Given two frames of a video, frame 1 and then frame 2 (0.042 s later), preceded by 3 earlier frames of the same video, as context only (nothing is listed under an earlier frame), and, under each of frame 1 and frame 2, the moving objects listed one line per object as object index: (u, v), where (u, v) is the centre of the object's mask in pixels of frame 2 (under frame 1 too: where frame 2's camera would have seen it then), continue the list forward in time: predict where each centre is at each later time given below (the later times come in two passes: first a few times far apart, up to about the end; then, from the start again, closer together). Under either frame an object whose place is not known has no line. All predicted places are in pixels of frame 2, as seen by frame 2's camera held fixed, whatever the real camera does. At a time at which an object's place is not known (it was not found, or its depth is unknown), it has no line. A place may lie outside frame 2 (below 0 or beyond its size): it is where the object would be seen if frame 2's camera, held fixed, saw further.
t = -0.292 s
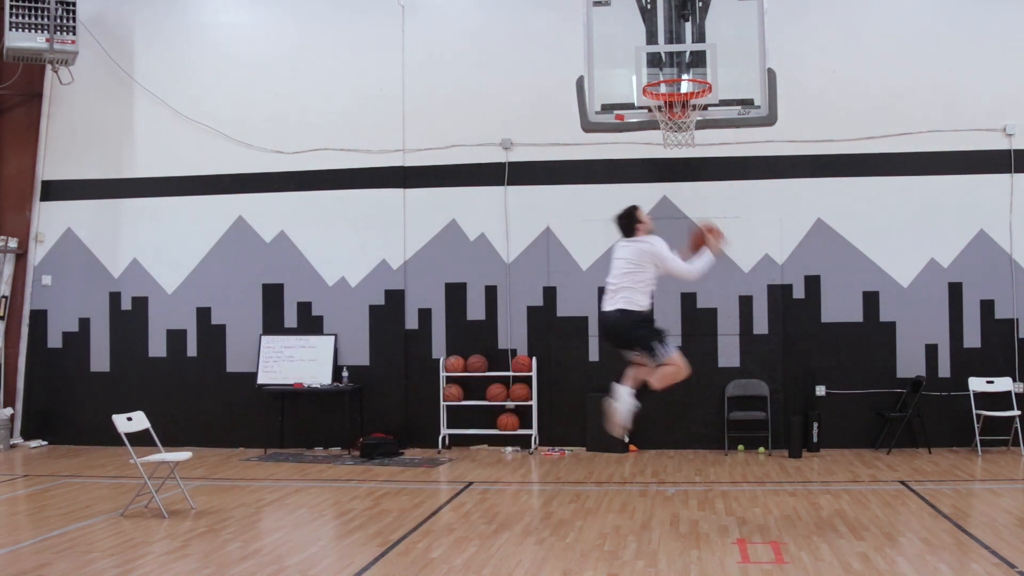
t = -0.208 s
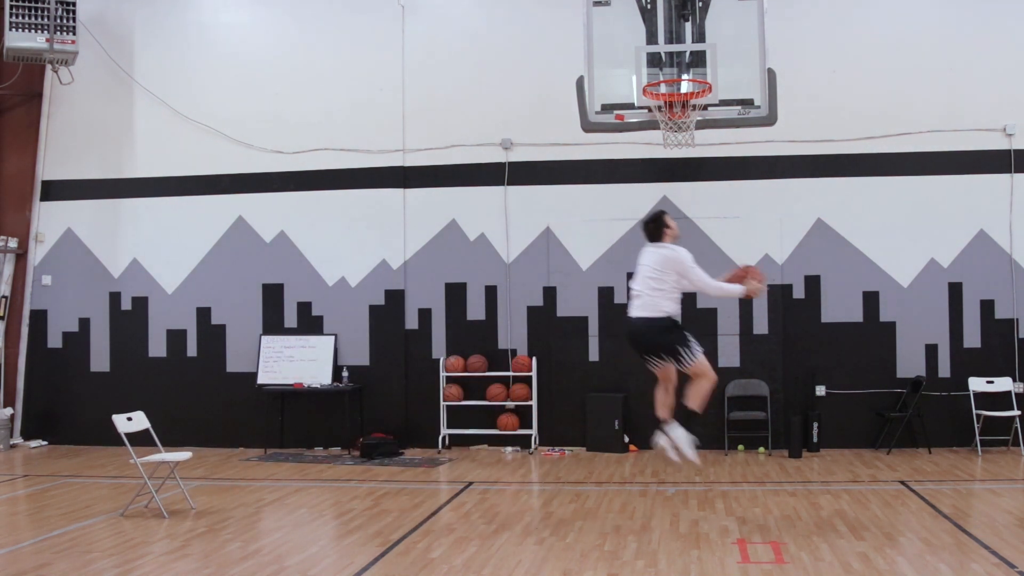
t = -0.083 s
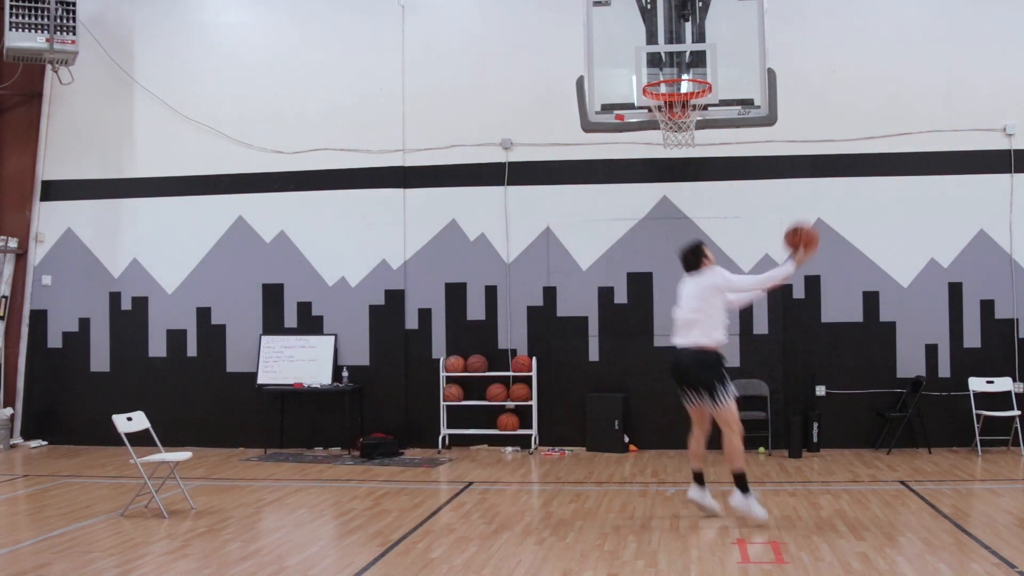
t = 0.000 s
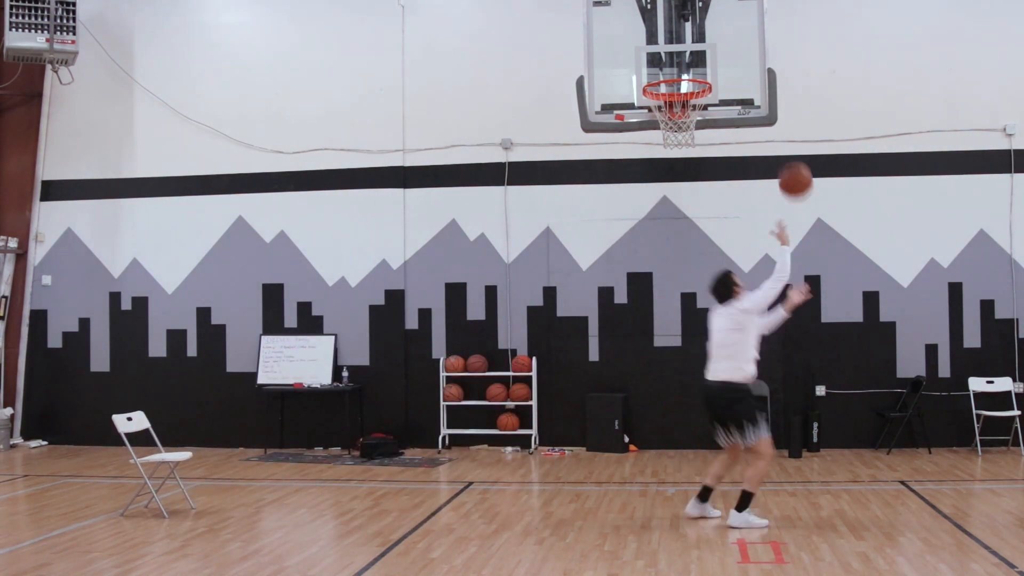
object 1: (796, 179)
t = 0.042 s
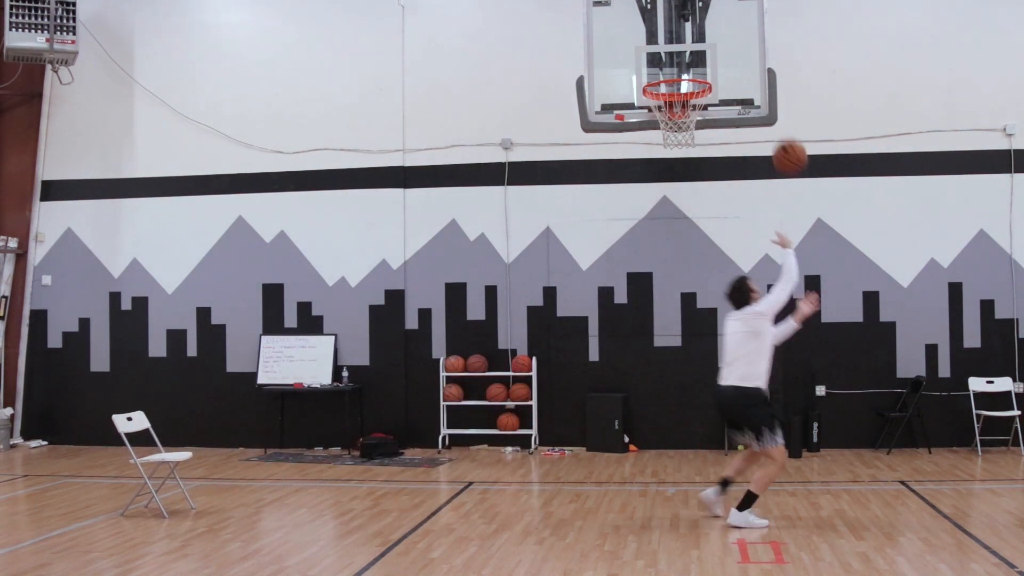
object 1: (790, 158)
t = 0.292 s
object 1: (756, 56)
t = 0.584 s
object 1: (715, 65)
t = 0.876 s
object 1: (748, 49)
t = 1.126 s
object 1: (788, 108)
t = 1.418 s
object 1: (835, 289)
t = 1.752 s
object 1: (881, 415)
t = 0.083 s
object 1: (784, 133)
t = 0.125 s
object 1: (778, 112)
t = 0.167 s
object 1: (772, 95)
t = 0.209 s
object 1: (767, 79)
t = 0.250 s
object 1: (761, 66)
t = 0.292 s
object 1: (756, 56)
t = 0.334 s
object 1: (752, 48)
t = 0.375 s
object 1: (747, 43)
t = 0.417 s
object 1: (740, 42)
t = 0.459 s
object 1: (734, 45)
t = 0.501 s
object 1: (728, 49)
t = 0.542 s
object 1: (722, 55)
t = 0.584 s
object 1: (715, 65)
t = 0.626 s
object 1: (713, 71)
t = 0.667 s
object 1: (718, 63)
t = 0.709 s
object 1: (724, 55)
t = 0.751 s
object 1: (730, 50)
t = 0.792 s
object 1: (736, 47)
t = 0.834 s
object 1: (742, 47)
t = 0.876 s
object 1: (748, 49)
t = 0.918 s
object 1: (755, 53)
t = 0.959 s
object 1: (761, 59)
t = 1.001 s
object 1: (767, 67)
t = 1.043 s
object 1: (774, 79)
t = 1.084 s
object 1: (781, 92)
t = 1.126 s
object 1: (788, 108)
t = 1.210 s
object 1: (801, 149)
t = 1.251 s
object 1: (808, 169)
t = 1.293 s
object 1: (815, 196)
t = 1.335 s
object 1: (822, 225)
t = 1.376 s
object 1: (828, 255)
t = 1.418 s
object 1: (835, 289)
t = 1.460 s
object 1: (843, 329)
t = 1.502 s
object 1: (849, 364)
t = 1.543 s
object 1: (856, 406)
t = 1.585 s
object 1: (862, 445)
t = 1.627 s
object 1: (869, 495)
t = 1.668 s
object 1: (874, 476)
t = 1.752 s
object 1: (881, 415)
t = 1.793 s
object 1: (884, 389)
